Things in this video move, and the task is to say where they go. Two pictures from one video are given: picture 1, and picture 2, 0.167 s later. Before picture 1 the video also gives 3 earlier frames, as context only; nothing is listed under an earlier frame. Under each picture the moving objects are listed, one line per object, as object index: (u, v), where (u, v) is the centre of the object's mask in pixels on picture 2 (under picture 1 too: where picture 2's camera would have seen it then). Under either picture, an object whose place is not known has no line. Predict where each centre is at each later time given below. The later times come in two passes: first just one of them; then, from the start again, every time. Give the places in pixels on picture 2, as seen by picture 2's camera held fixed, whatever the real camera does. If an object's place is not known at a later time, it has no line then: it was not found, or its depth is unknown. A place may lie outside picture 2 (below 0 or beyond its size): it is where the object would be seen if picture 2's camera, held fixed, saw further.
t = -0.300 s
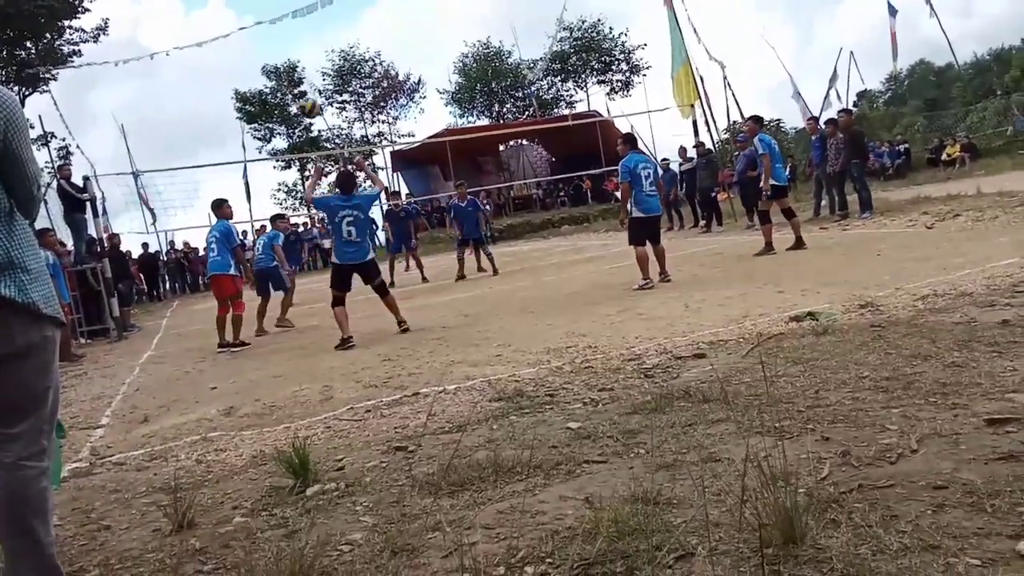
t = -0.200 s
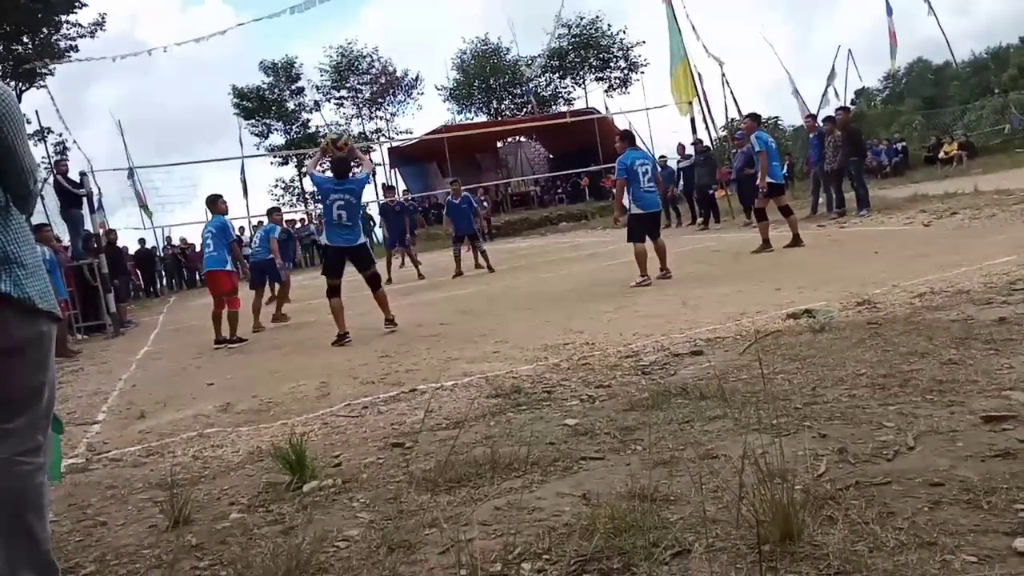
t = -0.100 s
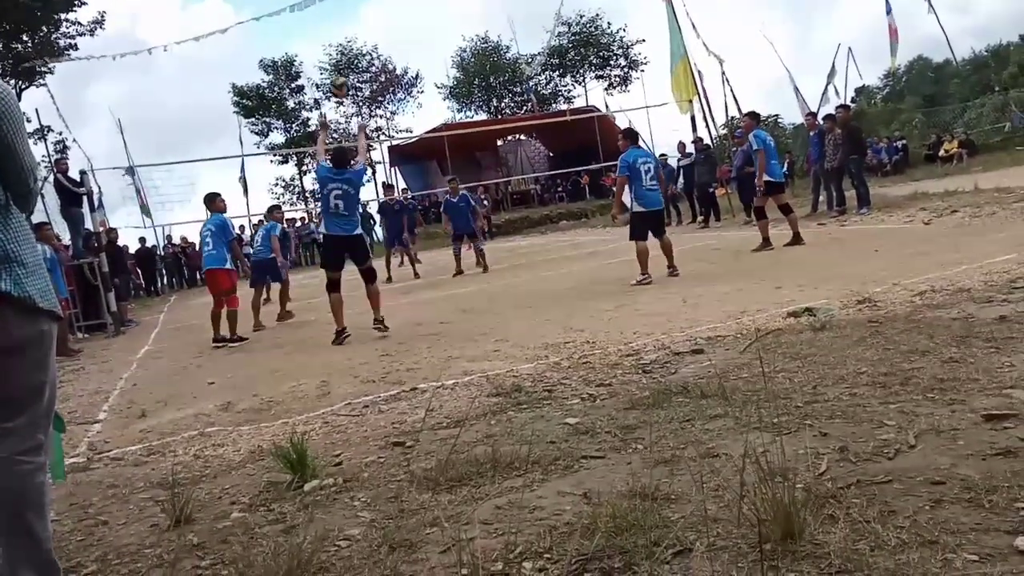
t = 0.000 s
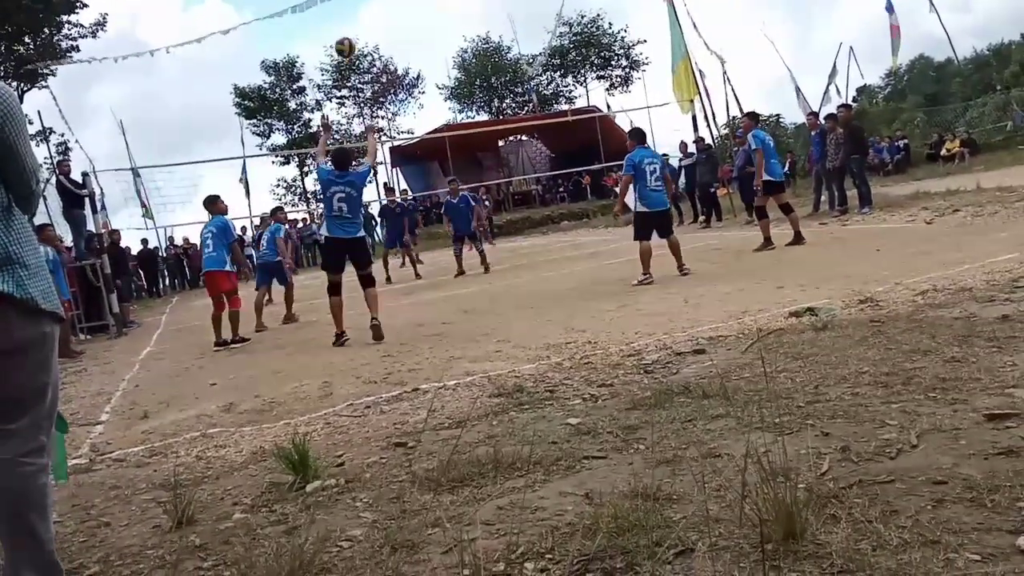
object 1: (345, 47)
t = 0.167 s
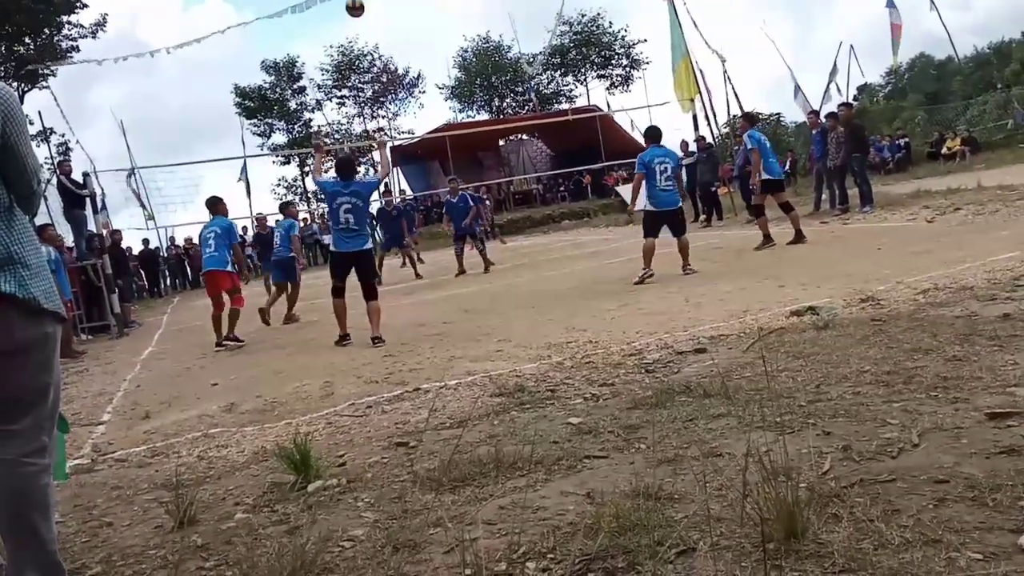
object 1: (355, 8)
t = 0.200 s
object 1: (357, 6)
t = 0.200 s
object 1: (357, 6)
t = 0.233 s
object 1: (360, 4)
